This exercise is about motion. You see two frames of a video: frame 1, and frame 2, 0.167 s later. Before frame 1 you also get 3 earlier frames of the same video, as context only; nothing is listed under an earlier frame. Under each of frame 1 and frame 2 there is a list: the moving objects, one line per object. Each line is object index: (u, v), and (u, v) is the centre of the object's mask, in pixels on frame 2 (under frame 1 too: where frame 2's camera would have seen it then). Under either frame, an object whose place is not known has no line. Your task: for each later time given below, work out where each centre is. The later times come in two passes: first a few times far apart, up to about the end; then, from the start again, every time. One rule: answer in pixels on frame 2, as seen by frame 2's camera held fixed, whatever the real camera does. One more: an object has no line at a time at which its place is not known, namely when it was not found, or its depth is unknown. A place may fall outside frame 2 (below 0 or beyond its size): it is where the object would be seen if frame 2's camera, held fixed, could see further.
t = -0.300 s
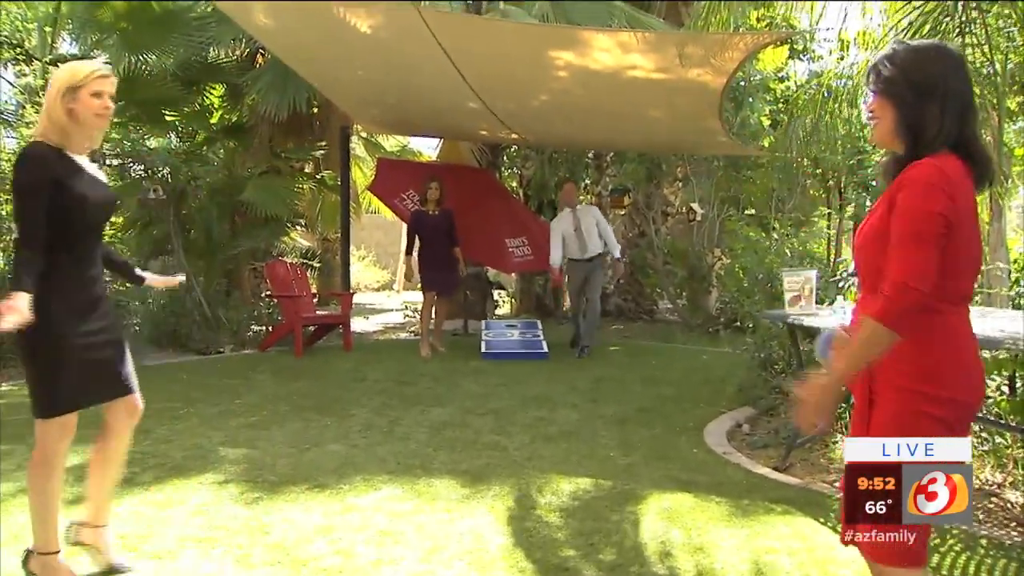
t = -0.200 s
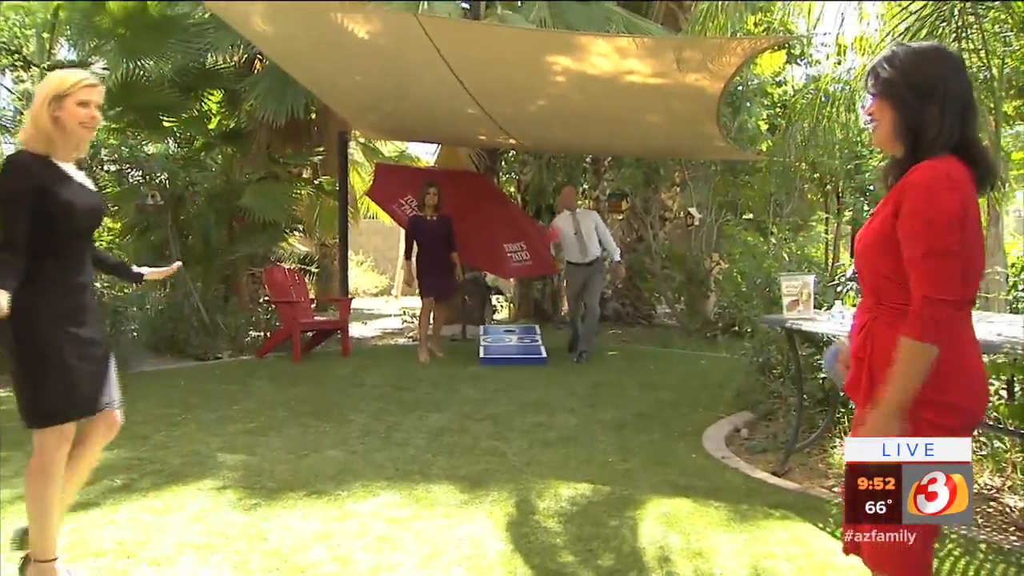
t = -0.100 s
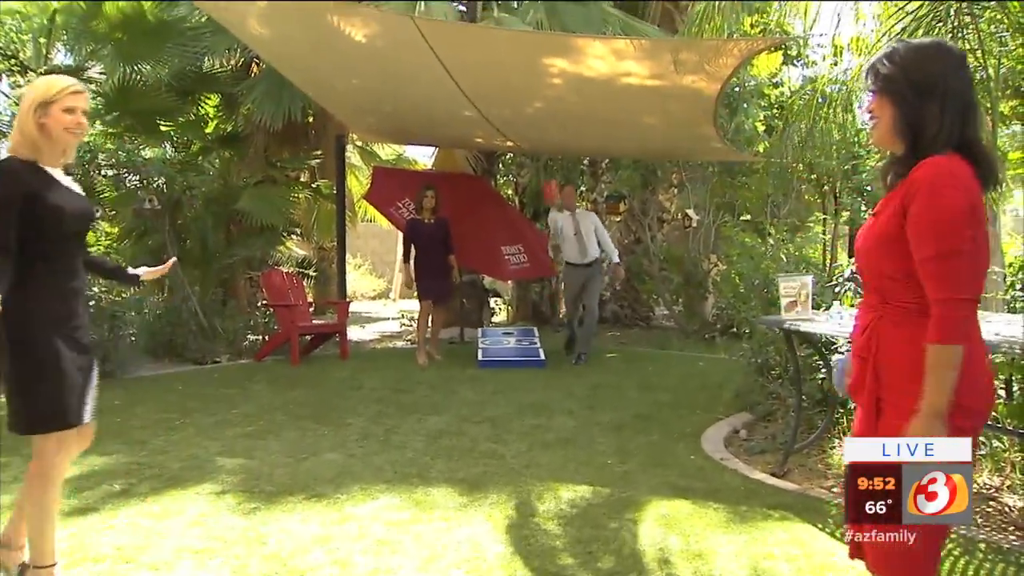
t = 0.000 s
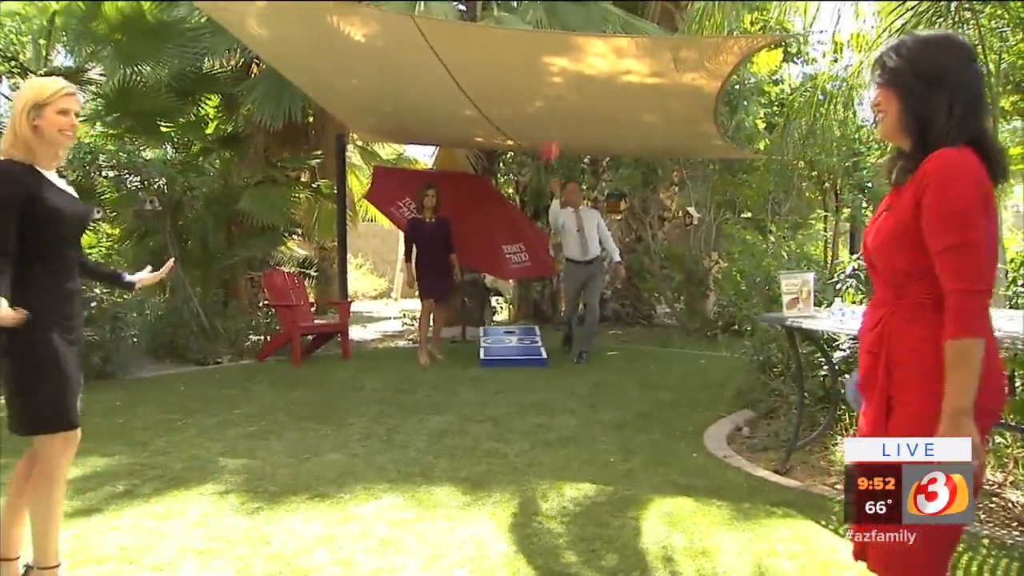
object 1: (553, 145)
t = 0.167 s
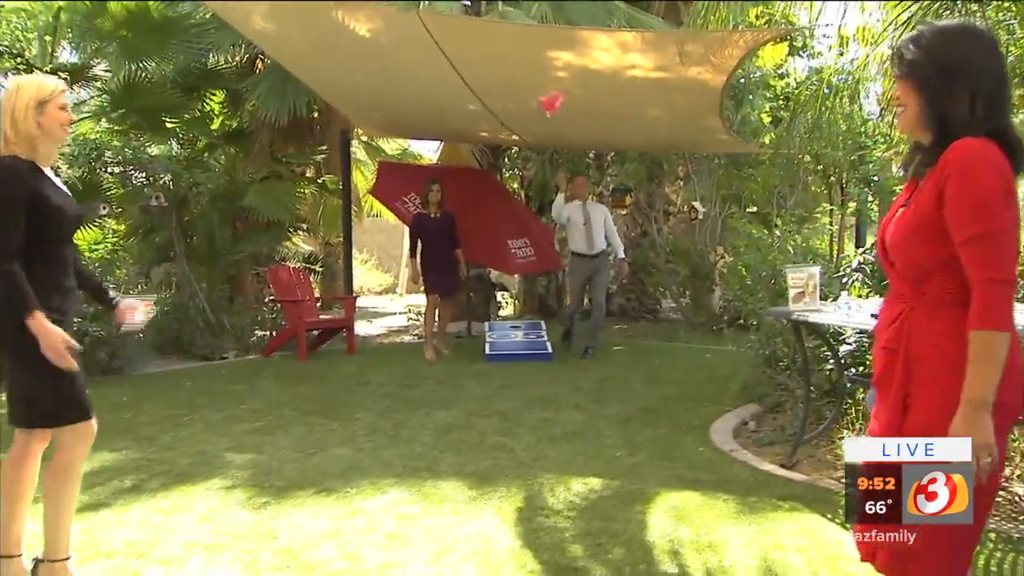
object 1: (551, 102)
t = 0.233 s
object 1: (550, 94)
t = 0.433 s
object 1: (550, 116)
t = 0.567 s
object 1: (556, 199)
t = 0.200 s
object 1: (551, 98)
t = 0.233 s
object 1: (550, 94)
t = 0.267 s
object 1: (550, 92)
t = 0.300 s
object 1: (550, 93)
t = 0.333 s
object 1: (549, 95)
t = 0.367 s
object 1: (550, 100)
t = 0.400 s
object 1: (551, 107)
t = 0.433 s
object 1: (550, 116)
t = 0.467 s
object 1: (551, 132)
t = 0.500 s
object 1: (551, 150)
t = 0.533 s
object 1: (553, 170)
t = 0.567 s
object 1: (556, 199)
